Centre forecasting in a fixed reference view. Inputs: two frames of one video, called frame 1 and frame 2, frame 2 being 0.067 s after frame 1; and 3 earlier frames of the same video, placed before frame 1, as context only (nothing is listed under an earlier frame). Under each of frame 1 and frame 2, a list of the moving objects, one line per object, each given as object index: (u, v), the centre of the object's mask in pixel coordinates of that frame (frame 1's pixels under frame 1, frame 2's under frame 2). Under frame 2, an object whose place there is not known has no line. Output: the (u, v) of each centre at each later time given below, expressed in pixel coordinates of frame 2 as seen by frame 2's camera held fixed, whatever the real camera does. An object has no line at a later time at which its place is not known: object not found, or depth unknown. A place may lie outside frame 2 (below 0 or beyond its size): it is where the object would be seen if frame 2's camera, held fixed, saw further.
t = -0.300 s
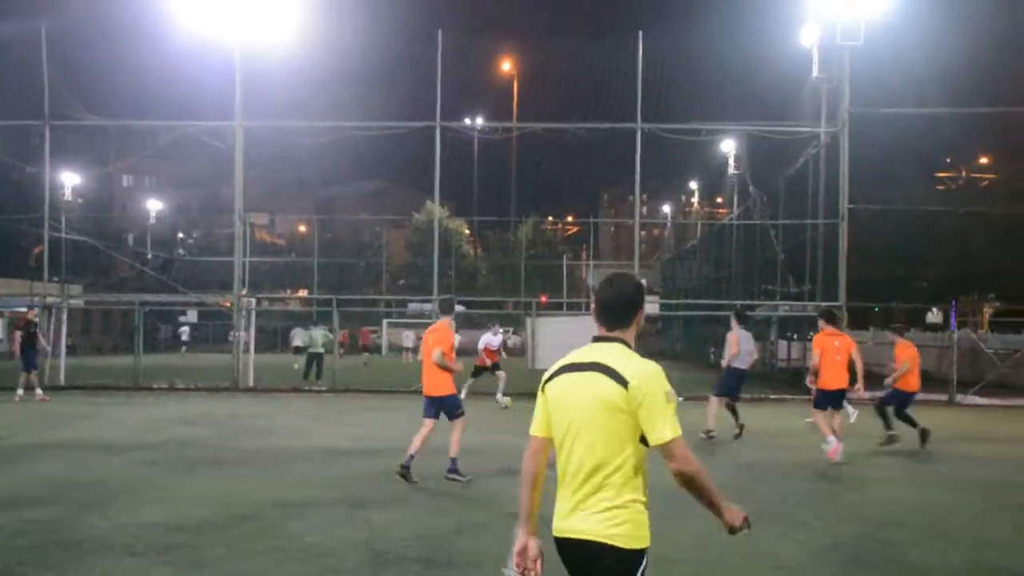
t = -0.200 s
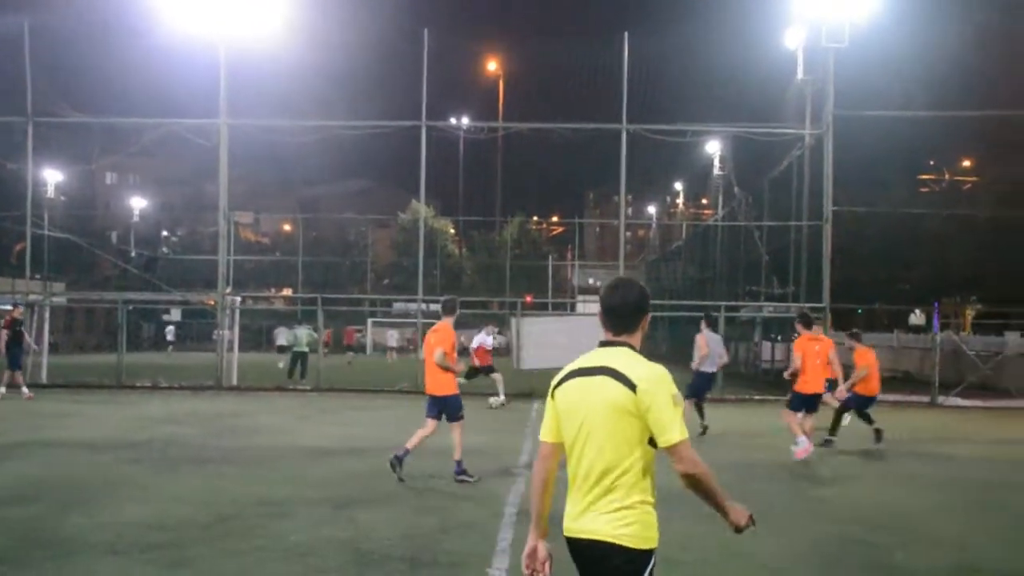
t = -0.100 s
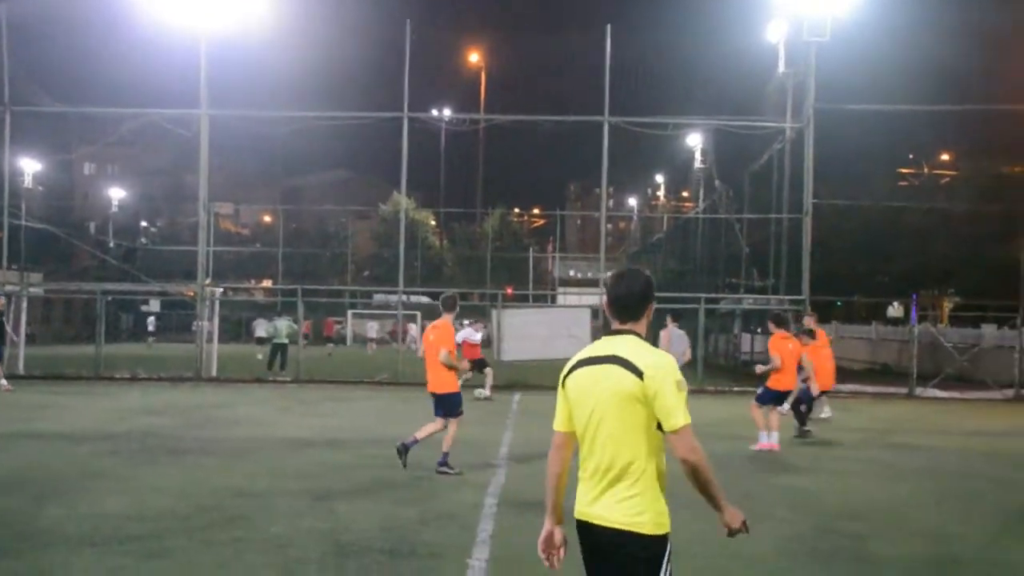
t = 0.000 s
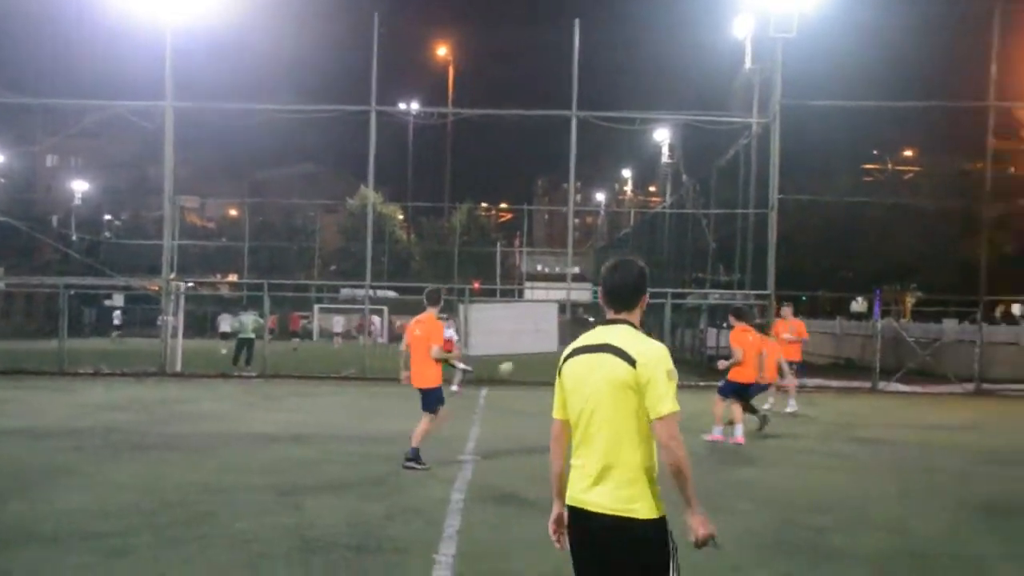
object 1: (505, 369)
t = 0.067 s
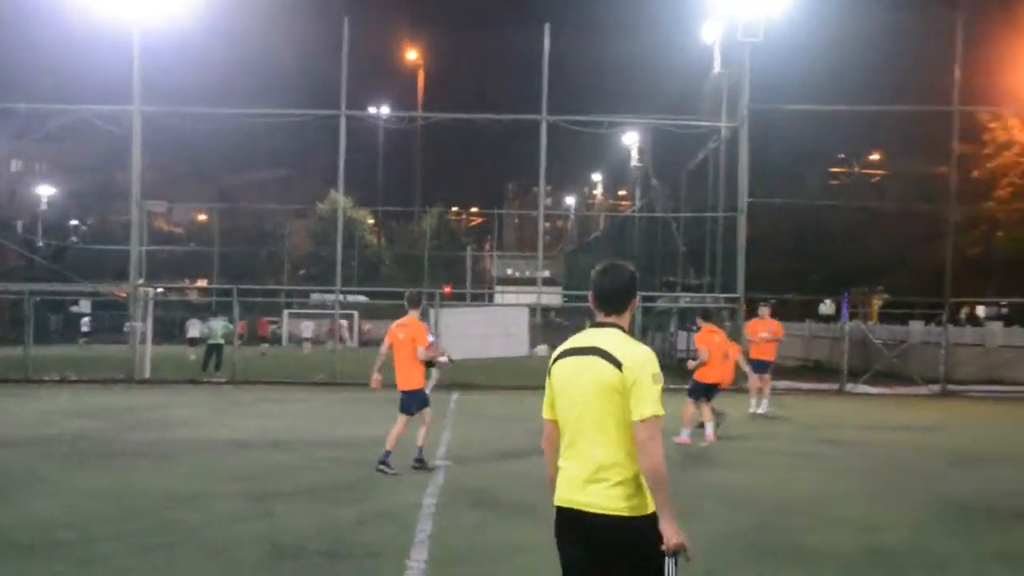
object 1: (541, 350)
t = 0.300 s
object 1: (795, 281)
